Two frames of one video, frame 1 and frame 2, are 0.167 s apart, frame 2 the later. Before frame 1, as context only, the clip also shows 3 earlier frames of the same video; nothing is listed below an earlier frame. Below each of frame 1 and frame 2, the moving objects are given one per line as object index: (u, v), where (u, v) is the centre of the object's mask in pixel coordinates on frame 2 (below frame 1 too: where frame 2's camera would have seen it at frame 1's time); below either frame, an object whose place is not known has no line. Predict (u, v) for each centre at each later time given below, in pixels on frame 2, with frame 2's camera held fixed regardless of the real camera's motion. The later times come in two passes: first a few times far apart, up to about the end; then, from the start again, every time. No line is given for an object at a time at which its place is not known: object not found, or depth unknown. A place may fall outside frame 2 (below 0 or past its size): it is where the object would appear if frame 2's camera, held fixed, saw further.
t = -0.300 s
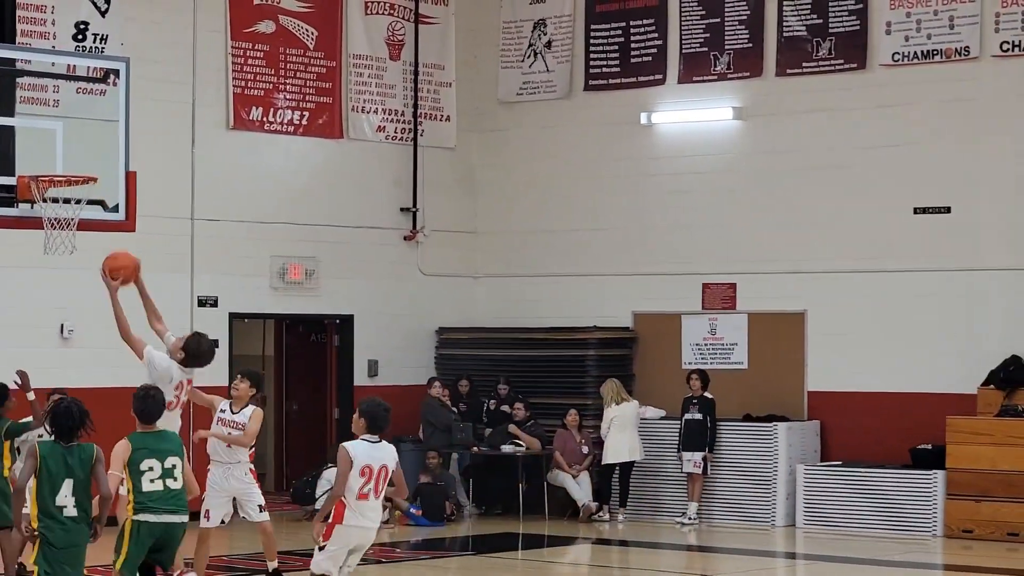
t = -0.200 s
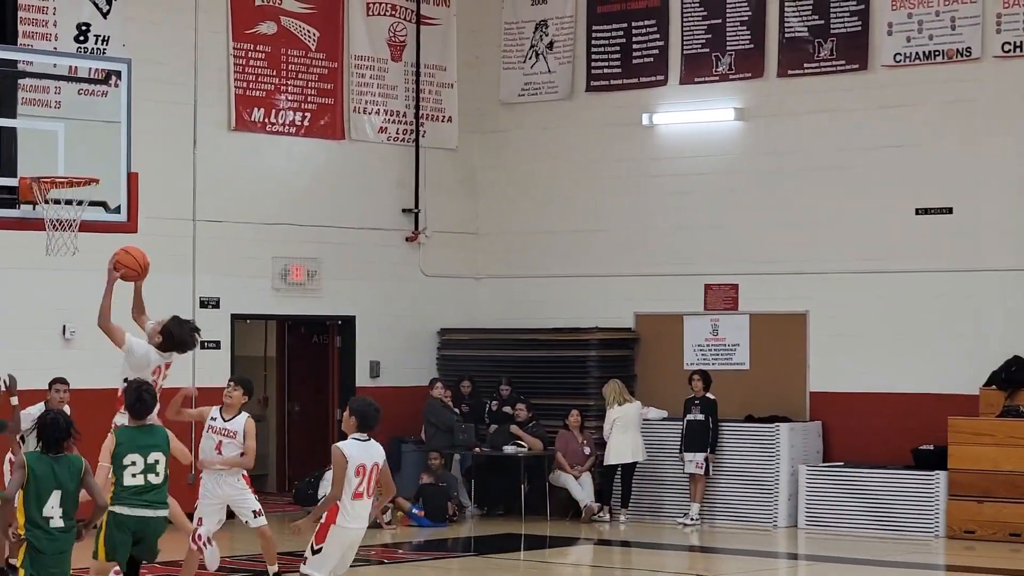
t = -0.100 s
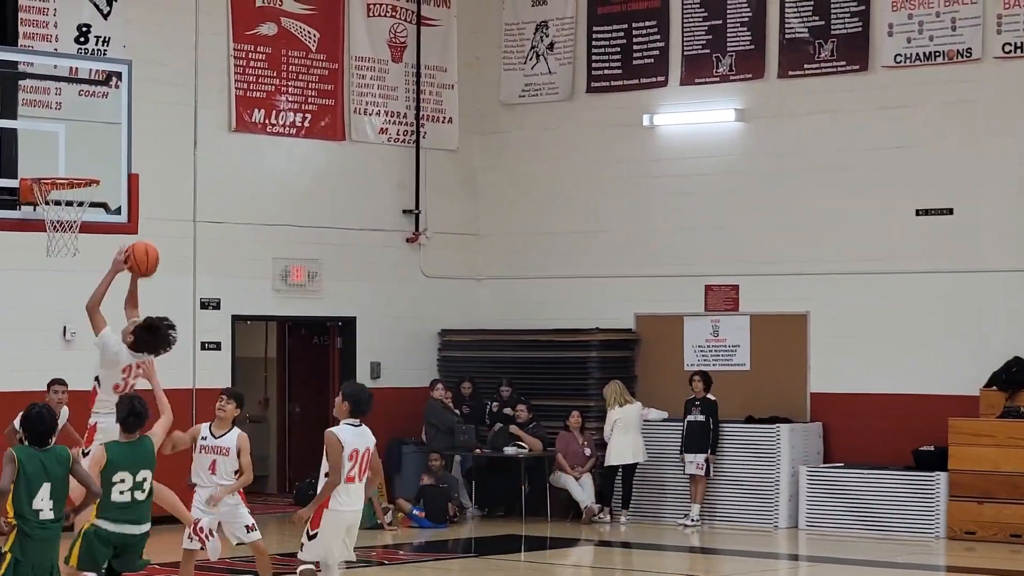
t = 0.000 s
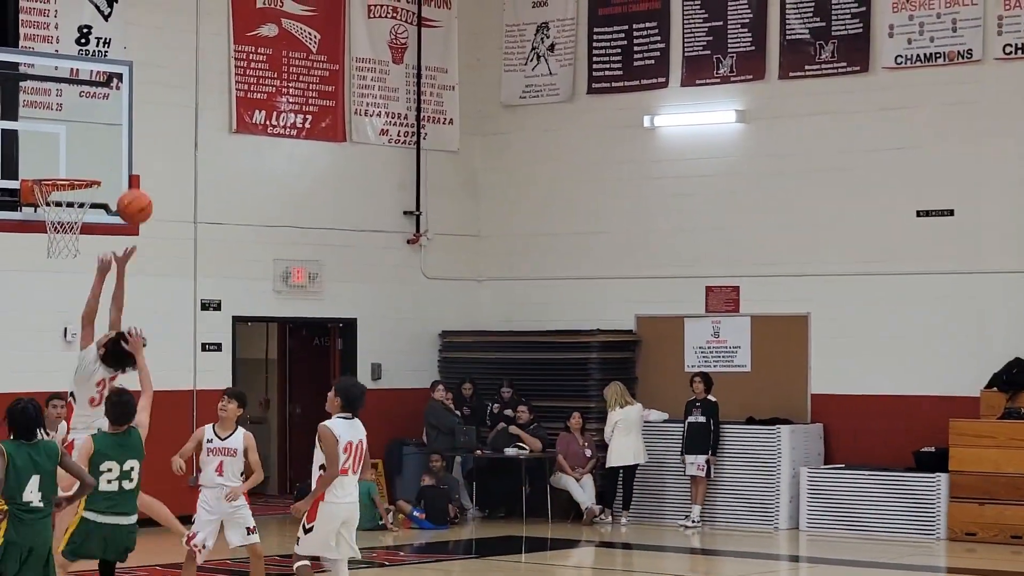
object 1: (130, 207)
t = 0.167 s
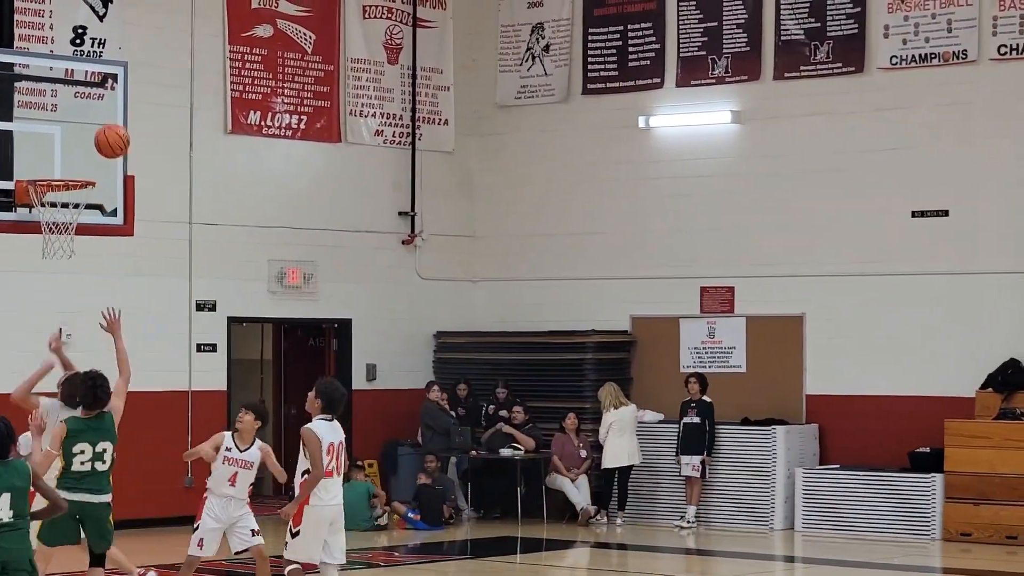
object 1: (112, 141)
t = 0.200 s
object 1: (108, 132)
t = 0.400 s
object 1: (88, 114)
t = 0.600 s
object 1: (67, 153)
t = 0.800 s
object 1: (59, 182)
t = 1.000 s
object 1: (53, 227)
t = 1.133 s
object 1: (50, 257)
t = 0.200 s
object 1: (108, 132)
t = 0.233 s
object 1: (105, 125)
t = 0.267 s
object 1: (101, 120)
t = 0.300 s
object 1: (98, 116)
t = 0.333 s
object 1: (95, 114)
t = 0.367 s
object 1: (91, 113)
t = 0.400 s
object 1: (88, 114)
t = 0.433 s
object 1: (84, 117)
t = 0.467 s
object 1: (81, 121)
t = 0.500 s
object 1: (78, 127)
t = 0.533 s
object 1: (74, 134)
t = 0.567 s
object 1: (70, 143)
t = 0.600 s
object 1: (67, 153)
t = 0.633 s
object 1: (63, 164)
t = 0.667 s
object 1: (62, 165)
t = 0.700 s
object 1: (62, 166)
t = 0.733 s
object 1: (61, 168)
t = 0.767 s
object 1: (60, 170)
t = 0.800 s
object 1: (59, 182)
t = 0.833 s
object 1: (59, 190)
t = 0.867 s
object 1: (56, 198)
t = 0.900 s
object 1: (55, 210)
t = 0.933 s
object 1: (54, 217)
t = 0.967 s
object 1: (54, 223)
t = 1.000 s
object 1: (53, 227)
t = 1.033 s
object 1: (52, 233)
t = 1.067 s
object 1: (52, 241)
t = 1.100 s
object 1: (50, 248)
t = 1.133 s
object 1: (50, 257)
